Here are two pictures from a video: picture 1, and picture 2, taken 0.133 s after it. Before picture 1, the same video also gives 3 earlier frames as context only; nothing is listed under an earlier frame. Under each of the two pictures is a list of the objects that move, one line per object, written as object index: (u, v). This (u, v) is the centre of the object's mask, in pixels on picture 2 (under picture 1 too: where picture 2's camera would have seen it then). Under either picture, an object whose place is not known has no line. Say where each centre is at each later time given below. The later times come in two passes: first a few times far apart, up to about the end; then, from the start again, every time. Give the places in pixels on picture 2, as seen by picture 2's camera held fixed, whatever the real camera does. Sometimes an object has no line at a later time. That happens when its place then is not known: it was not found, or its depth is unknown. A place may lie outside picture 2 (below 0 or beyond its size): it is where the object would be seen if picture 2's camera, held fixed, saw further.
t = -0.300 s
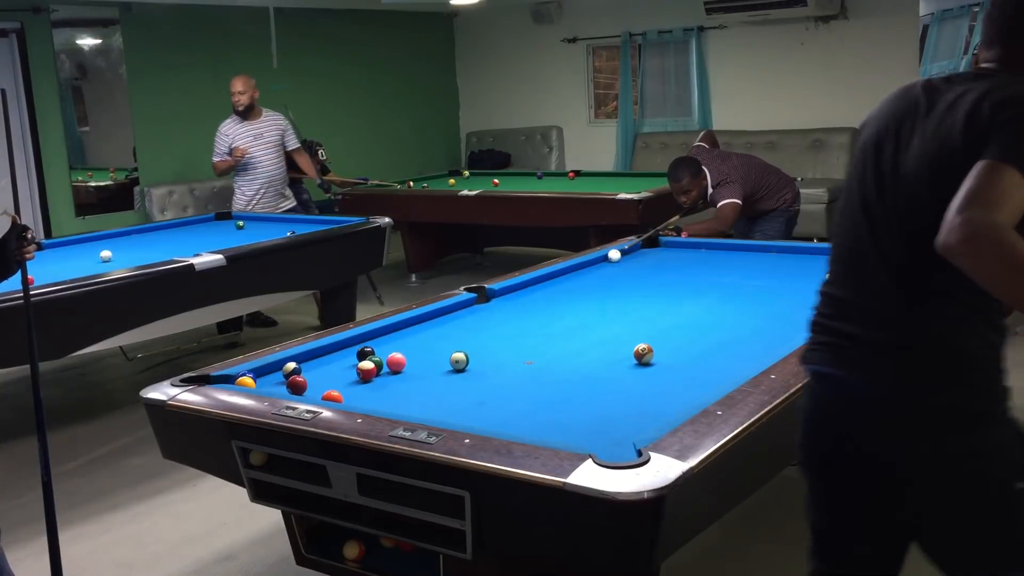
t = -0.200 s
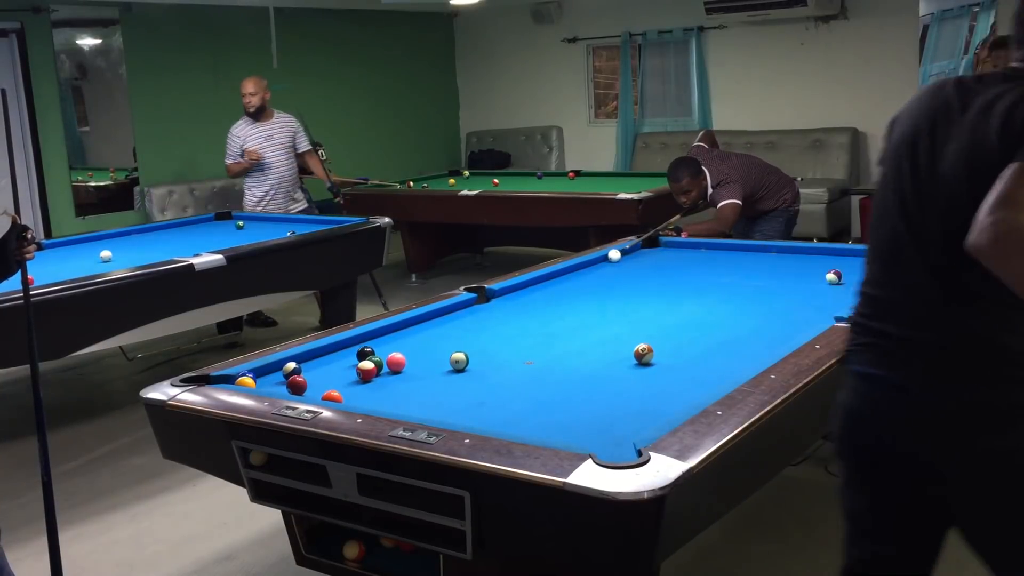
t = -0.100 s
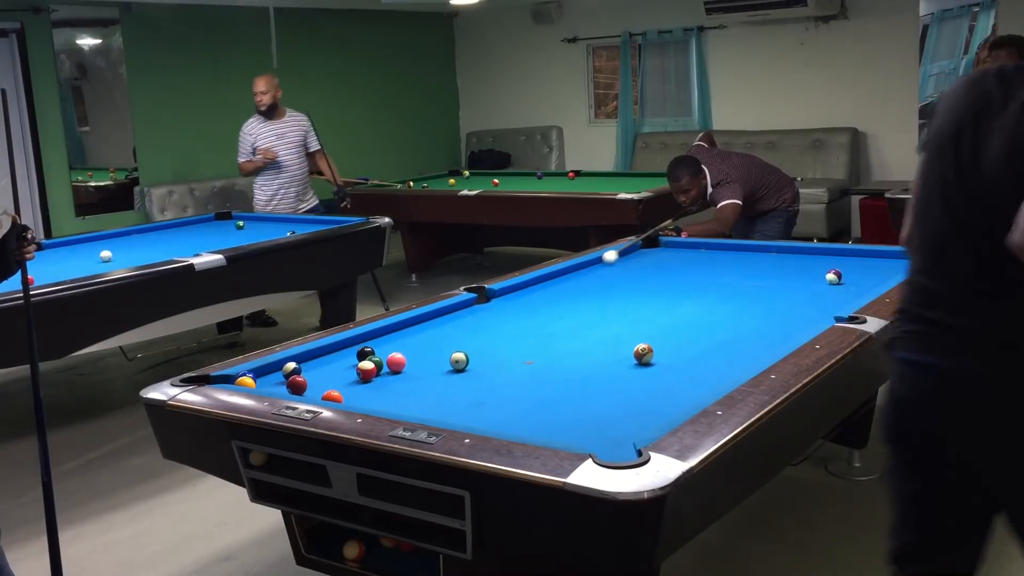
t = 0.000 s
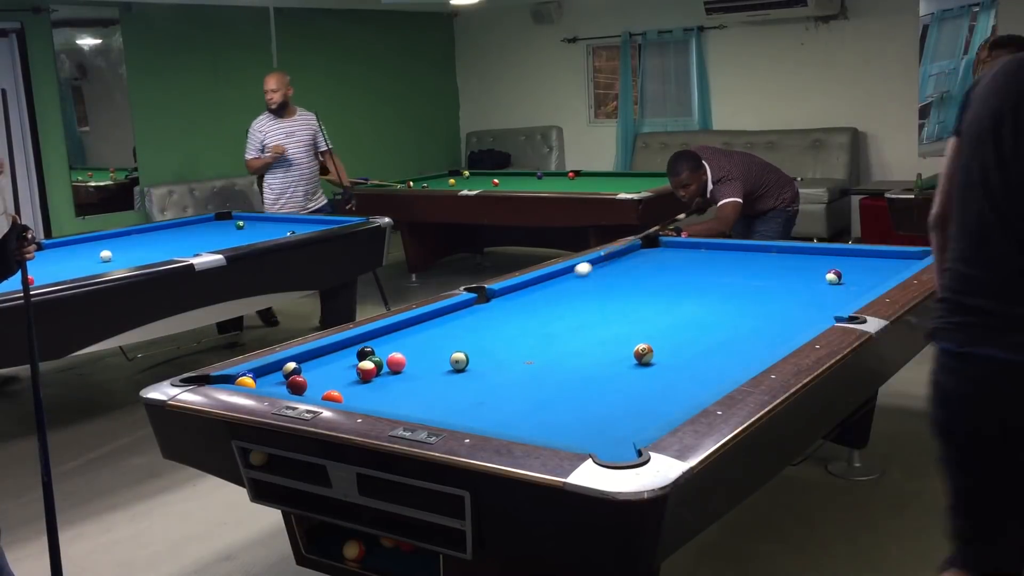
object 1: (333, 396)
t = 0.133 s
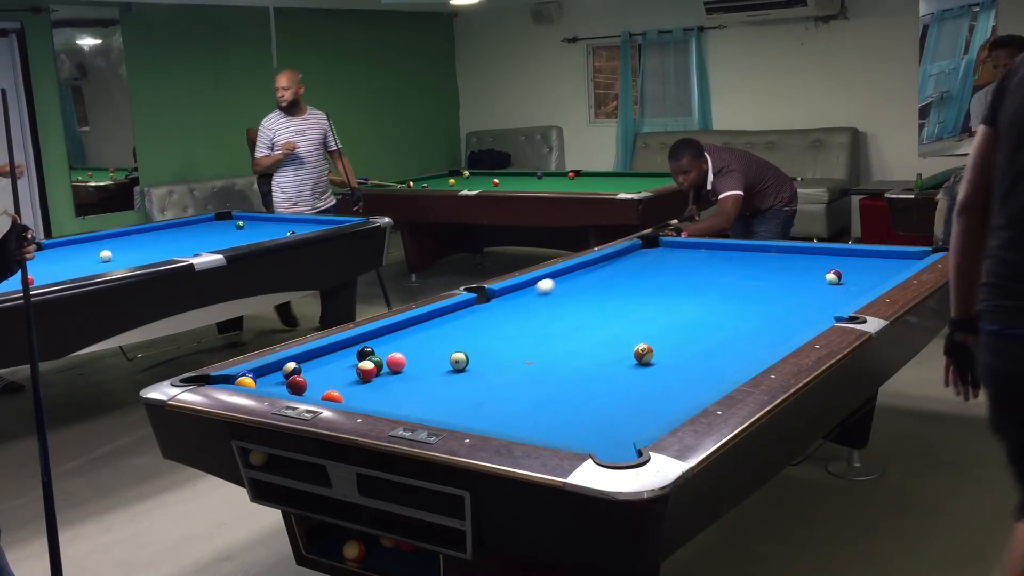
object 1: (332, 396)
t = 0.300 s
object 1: (333, 396)
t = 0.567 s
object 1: (333, 396)
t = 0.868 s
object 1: (386, 390)
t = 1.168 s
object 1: (453, 375)
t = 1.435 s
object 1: (506, 362)
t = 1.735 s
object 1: (560, 350)
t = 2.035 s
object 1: (608, 339)
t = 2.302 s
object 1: (646, 330)
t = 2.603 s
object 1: (685, 320)
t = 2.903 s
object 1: (720, 312)
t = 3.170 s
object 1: (747, 305)
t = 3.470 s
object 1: (775, 299)
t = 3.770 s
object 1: (799, 293)
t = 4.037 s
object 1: (819, 288)
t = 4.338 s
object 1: (840, 283)
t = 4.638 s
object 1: (857, 278)
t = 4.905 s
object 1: (871, 275)
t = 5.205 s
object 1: (885, 271)
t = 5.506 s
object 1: (896, 268)
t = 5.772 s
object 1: (905, 264)
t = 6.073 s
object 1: (914, 260)
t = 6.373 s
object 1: (915, 259)
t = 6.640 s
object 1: (915, 259)
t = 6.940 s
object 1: (914, 258)
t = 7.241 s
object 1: (914, 258)
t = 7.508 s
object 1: (914, 257)
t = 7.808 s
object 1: (914, 257)
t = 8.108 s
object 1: (914, 257)
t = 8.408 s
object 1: (914, 257)
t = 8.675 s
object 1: (914, 257)
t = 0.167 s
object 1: (333, 396)
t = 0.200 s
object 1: (333, 396)
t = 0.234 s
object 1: (333, 396)
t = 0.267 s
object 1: (333, 396)
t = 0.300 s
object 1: (333, 396)
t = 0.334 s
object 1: (333, 396)
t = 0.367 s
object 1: (333, 396)
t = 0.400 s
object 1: (333, 396)
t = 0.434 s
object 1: (333, 396)
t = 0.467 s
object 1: (333, 396)
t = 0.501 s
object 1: (332, 396)
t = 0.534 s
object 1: (333, 396)
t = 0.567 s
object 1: (333, 396)
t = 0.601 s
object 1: (333, 396)
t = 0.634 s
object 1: (333, 396)
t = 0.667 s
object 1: (333, 396)
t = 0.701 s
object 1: (343, 396)
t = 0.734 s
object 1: (353, 396)
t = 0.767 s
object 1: (361, 395)
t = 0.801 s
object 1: (370, 394)
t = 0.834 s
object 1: (378, 391)
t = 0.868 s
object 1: (386, 390)
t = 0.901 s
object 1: (394, 388)
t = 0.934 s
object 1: (402, 386)
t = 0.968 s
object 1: (409, 385)
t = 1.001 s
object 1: (417, 383)
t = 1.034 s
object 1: (424, 381)
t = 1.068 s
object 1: (432, 379)
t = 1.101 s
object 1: (439, 378)
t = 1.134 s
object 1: (446, 376)
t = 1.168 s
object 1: (453, 375)
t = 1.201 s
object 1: (460, 373)
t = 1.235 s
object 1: (467, 371)
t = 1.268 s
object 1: (473, 369)
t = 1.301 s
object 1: (481, 368)
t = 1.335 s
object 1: (487, 367)
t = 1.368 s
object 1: (493, 365)
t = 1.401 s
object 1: (500, 364)
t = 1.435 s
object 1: (506, 362)
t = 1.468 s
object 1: (512, 360)
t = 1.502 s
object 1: (519, 359)
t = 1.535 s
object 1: (525, 358)
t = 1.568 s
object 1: (531, 357)
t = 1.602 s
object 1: (537, 355)
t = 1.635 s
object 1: (543, 354)
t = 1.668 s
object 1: (549, 352)
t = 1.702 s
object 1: (554, 351)
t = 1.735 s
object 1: (560, 350)
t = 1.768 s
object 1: (566, 349)
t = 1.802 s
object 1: (571, 347)
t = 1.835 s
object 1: (577, 346)
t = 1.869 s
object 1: (582, 345)
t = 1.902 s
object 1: (587, 344)
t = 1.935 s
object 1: (593, 342)
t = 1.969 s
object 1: (598, 341)
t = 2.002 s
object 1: (603, 339)
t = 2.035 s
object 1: (608, 339)
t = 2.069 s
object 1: (613, 337)
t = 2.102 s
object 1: (618, 336)
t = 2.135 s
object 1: (623, 335)
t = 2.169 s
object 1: (628, 334)
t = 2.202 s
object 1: (633, 333)
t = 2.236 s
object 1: (637, 332)
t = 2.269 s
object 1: (642, 331)
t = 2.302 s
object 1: (646, 330)
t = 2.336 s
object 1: (651, 329)
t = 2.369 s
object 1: (655, 327)
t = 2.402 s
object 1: (660, 327)
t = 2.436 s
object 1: (664, 325)
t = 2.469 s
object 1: (669, 324)
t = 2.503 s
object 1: (672, 324)
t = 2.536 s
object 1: (677, 323)
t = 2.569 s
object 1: (681, 321)
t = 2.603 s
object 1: (685, 320)
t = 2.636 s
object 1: (689, 320)
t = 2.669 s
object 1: (693, 319)
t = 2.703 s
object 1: (697, 317)
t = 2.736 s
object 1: (701, 317)
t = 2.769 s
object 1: (704, 316)
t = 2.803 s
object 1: (708, 315)
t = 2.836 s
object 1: (712, 314)
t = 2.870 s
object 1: (716, 313)
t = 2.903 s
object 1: (720, 312)
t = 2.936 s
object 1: (723, 311)
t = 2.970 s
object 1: (727, 311)
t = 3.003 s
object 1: (730, 310)
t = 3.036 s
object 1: (733, 309)
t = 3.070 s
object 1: (737, 308)
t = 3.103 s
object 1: (740, 307)
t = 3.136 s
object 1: (743, 306)
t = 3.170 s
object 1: (747, 305)
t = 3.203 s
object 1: (750, 305)
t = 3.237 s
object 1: (753, 304)
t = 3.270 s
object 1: (756, 303)
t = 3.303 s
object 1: (760, 302)
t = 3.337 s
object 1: (763, 302)
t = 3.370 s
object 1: (766, 301)
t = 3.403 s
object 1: (769, 300)
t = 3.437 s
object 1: (772, 299)
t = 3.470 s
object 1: (775, 299)
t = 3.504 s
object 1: (777, 298)
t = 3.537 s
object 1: (780, 297)
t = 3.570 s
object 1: (783, 297)
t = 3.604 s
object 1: (786, 296)
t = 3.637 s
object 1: (789, 295)
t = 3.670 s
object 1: (791, 295)
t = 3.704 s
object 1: (794, 294)
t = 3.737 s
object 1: (796, 293)
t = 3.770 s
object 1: (799, 293)
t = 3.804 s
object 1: (802, 292)
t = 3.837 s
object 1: (805, 291)
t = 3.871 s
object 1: (807, 291)
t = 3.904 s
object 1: (810, 290)
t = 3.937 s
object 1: (812, 290)
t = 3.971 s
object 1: (814, 289)
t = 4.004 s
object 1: (817, 288)
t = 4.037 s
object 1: (819, 288)
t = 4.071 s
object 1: (822, 287)
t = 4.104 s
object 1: (824, 287)
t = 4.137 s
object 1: (826, 286)
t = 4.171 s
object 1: (829, 286)
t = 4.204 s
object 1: (831, 285)
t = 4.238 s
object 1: (833, 285)
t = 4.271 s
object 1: (835, 284)
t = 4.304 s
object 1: (838, 284)
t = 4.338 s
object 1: (840, 283)
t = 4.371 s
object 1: (842, 282)
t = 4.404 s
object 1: (844, 282)
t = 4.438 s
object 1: (845, 281)
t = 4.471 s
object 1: (848, 281)
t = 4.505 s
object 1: (850, 280)
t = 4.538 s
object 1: (852, 280)
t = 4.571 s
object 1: (854, 279)
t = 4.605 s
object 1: (855, 279)
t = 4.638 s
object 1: (857, 278)
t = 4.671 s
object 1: (859, 278)
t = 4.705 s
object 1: (861, 277)
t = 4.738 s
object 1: (863, 277)
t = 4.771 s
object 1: (865, 277)
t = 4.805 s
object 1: (866, 276)
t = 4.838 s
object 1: (868, 276)
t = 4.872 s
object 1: (870, 275)
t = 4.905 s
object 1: (871, 275)
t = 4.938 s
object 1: (873, 274)
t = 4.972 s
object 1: (875, 274)
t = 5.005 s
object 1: (876, 274)
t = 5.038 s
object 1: (878, 273)
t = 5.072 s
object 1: (879, 273)
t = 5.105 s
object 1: (881, 272)
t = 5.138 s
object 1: (882, 272)
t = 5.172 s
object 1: (884, 272)
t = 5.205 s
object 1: (885, 271)
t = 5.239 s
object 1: (887, 271)
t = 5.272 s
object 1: (888, 271)
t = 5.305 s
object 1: (889, 270)
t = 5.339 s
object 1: (890, 270)
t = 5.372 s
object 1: (892, 269)
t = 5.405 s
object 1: (893, 269)
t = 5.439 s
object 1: (894, 269)
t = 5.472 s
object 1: (895, 268)
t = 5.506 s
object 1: (896, 268)
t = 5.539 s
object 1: (898, 267)
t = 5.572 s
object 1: (899, 267)
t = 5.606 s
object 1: (900, 267)
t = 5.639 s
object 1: (901, 266)
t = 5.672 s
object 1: (902, 266)
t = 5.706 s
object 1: (903, 265)
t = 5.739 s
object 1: (904, 265)
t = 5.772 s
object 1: (905, 264)
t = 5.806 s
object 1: (906, 264)
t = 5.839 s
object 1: (907, 263)
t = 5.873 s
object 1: (908, 263)
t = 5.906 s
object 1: (909, 262)
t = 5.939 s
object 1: (910, 262)
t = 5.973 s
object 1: (911, 262)
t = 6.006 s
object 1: (912, 261)
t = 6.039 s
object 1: (913, 261)
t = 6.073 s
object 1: (914, 260)
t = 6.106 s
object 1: (914, 260)
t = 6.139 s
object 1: (914, 260)
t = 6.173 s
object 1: (914, 260)
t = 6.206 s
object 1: (914, 260)
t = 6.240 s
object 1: (914, 260)
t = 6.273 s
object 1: (914, 260)
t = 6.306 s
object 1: (914, 260)
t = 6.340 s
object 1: (914, 260)
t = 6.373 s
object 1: (915, 259)
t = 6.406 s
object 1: (915, 259)
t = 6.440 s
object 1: (914, 259)
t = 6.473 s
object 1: (915, 259)
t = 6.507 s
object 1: (915, 259)
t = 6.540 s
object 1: (914, 259)
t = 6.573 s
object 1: (914, 259)
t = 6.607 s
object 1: (914, 259)
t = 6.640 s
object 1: (915, 259)
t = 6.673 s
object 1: (915, 259)
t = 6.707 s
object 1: (914, 258)
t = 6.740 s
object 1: (915, 258)
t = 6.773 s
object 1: (915, 258)
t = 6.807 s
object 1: (914, 258)
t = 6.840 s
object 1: (914, 258)
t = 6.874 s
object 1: (915, 258)
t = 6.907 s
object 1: (914, 258)
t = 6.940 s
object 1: (914, 258)
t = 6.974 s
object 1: (914, 258)
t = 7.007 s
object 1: (914, 258)
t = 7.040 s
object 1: (914, 258)
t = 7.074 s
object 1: (914, 258)
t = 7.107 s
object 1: (914, 258)
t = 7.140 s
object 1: (914, 258)
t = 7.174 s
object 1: (914, 258)
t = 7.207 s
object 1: (914, 258)
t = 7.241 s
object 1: (914, 258)
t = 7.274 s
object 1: (914, 258)
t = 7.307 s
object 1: (914, 258)
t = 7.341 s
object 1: (914, 258)
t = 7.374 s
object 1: (914, 257)
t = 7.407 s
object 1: (914, 257)
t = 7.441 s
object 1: (914, 257)
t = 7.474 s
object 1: (914, 257)
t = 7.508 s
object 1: (914, 257)
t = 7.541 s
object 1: (913, 257)
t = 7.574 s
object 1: (913, 257)
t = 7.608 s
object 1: (914, 257)
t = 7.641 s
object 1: (913, 257)
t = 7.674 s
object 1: (913, 257)
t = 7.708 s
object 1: (913, 257)
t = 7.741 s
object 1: (913, 257)
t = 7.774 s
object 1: (913, 257)
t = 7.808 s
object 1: (914, 257)
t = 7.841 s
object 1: (914, 257)
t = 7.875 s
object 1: (914, 257)
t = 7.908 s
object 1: (914, 257)
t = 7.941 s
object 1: (914, 257)
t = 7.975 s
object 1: (914, 257)
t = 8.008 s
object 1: (914, 257)
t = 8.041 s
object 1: (914, 257)
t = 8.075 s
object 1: (914, 257)
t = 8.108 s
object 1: (914, 257)
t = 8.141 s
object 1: (914, 257)
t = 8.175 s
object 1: (914, 257)
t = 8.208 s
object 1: (914, 257)
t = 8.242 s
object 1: (913, 257)
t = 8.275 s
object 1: (914, 257)
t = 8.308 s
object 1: (914, 257)
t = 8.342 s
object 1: (914, 257)
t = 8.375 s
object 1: (914, 257)
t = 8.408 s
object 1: (914, 257)
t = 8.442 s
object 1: (914, 257)
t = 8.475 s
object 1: (914, 257)
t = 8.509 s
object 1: (913, 257)
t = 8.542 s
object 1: (914, 257)
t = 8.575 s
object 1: (913, 257)
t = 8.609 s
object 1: (913, 257)
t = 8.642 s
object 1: (914, 257)
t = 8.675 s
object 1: (914, 257)
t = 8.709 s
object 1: (914, 257)
